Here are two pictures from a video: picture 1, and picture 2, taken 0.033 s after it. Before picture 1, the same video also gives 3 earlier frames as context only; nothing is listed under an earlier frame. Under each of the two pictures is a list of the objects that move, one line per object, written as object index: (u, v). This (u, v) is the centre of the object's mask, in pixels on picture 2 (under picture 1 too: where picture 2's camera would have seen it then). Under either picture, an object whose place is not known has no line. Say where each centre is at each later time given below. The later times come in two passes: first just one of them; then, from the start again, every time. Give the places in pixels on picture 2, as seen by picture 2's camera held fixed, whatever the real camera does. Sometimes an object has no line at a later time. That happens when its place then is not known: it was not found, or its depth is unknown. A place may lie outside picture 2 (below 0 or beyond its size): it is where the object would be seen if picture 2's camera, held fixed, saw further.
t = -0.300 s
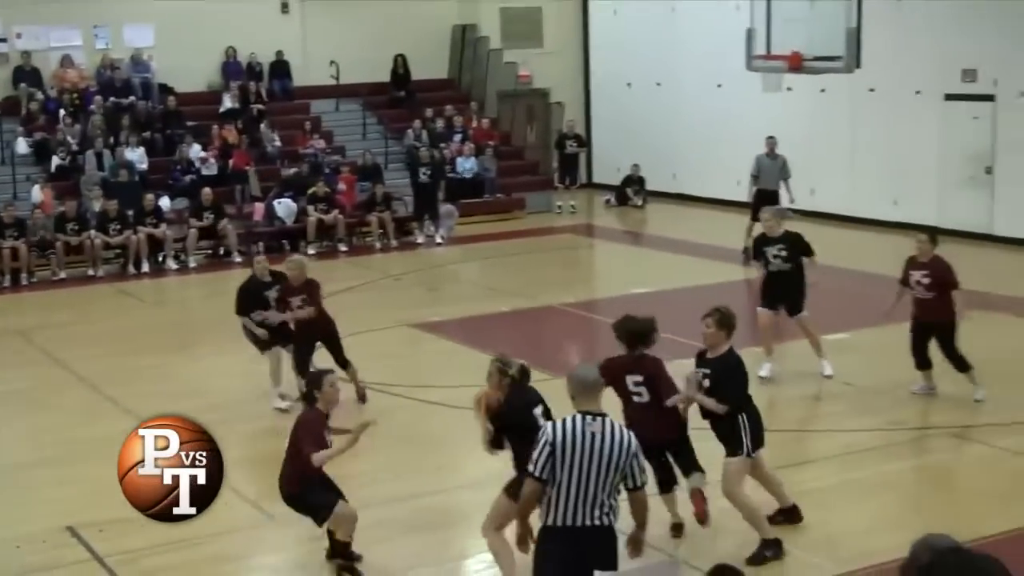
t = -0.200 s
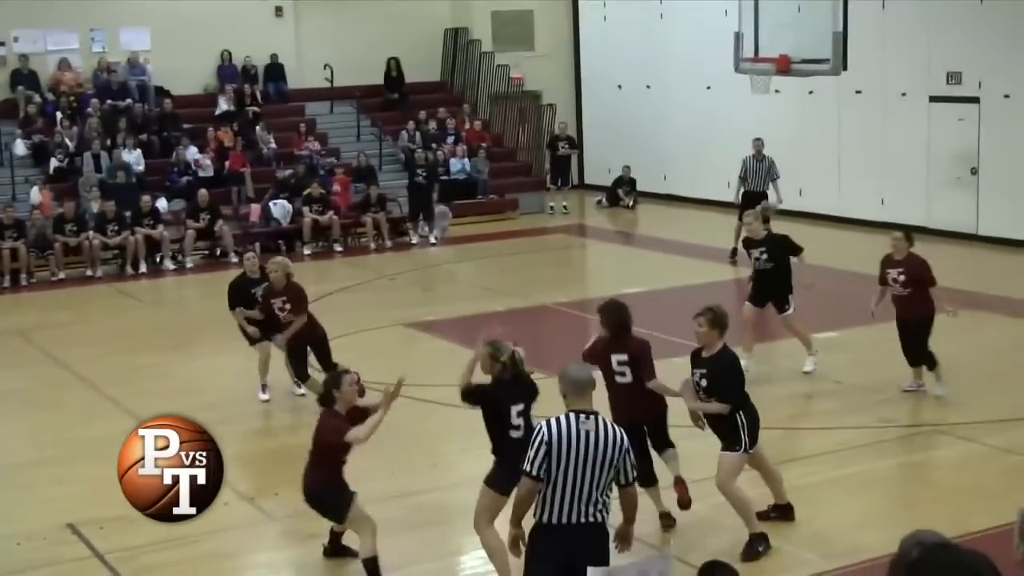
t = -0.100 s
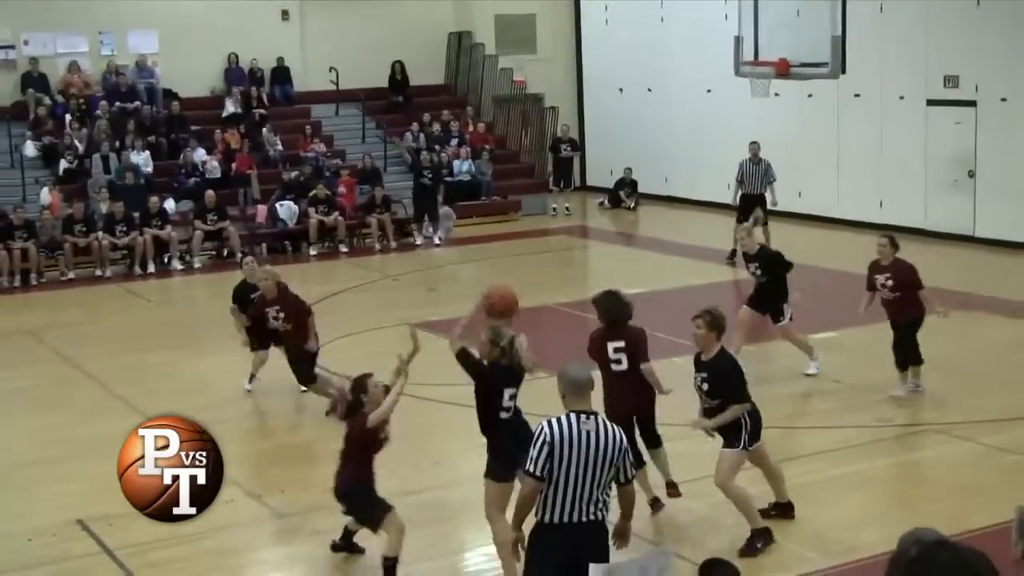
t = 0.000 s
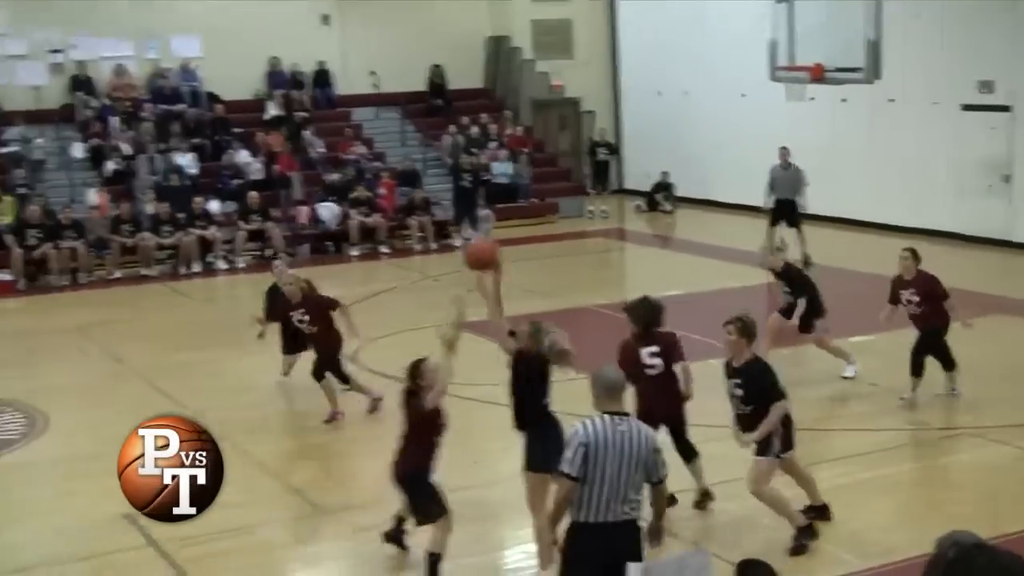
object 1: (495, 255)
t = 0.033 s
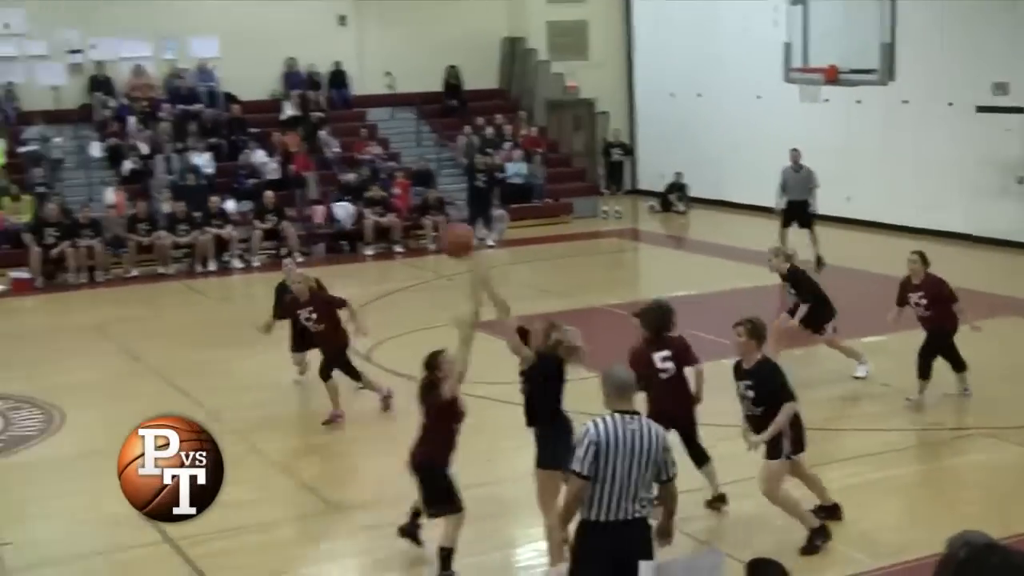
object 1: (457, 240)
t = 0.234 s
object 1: (220, 198)
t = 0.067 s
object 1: (417, 230)
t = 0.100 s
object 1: (378, 218)
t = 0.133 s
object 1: (339, 212)
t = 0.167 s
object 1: (300, 205)
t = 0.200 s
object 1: (260, 199)
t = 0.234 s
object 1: (220, 198)
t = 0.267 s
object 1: (179, 197)
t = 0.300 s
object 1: (140, 198)
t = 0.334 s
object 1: (99, 199)
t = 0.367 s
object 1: (57, 202)
